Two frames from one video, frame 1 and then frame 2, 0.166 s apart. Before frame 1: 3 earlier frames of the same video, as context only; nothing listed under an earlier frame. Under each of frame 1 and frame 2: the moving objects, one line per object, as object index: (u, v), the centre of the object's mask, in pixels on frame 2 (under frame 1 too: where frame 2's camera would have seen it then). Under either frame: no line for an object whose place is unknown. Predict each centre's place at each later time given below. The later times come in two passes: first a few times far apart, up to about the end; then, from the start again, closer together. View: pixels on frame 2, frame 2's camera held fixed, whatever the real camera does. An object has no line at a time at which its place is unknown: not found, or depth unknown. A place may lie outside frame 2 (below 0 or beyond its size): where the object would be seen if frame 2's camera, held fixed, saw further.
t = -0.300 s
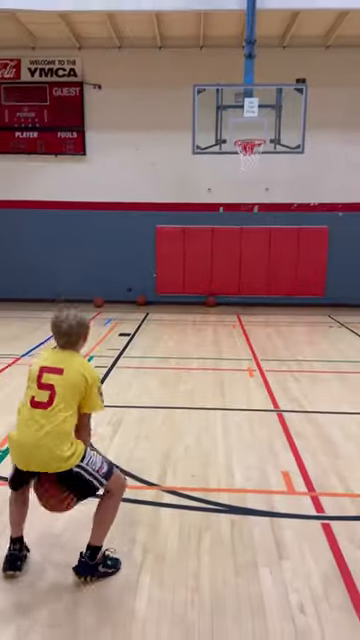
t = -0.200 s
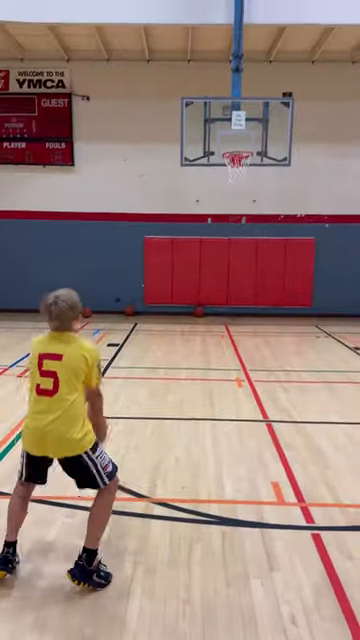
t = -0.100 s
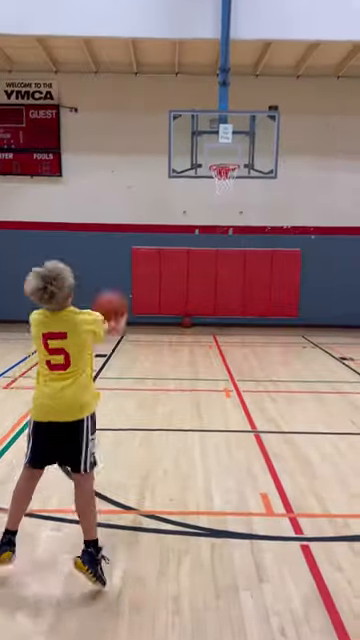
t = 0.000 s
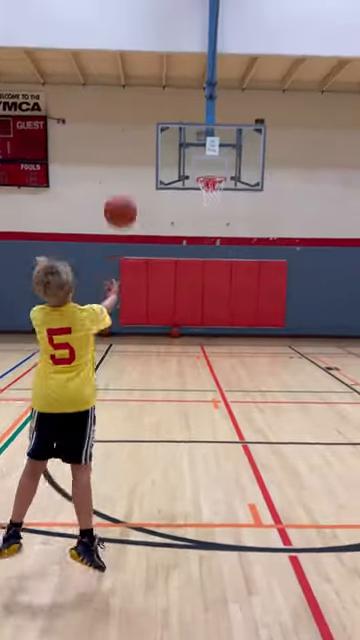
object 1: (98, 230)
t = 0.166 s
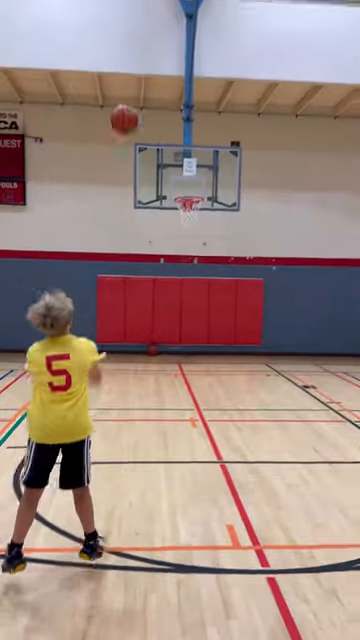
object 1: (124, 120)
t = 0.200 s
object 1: (128, 106)
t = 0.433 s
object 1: (151, 59)
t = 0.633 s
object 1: (163, 67)
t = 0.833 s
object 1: (172, 103)
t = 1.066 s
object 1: (179, 167)
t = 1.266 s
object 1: (192, 212)
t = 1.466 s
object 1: (199, 215)
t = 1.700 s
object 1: (196, 236)
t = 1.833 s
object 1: (193, 263)
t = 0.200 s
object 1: (128, 106)
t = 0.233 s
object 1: (131, 94)
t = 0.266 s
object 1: (136, 85)
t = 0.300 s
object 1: (139, 76)
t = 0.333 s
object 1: (143, 69)
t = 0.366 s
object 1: (146, 65)
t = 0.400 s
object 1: (148, 61)
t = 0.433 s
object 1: (151, 59)
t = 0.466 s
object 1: (153, 58)
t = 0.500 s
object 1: (156, 57)
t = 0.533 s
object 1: (158, 58)
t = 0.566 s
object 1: (159, 60)
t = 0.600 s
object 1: (161, 63)
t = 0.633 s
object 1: (163, 67)
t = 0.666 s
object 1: (164, 71)
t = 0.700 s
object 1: (166, 77)
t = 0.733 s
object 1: (168, 82)
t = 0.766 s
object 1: (169, 89)
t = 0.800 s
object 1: (170, 96)
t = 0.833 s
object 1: (172, 103)
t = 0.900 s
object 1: (175, 119)
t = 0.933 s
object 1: (175, 128)
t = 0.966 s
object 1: (176, 137)
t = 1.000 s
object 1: (177, 148)
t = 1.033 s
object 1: (178, 157)
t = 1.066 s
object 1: (179, 167)
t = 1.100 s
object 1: (180, 178)
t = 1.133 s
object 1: (180, 189)
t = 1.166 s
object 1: (181, 198)
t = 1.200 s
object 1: (185, 205)
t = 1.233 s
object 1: (189, 209)
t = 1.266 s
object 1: (192, 212)
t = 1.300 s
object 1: (194, 212)
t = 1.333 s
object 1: (195, 212)
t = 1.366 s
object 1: (197, 212)
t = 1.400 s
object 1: (198, 213)
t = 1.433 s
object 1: (198, 214)
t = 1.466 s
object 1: (199, 215)
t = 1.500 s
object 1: (200, 216)
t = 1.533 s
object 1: (201, 219)
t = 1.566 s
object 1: (200, 220)
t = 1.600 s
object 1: (199, 224)
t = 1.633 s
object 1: (198, 227)
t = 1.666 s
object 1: (197, 232)
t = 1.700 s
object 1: (196, 236)
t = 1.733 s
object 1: (195, 242)
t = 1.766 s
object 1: (194, 248)
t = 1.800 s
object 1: (193, 254)
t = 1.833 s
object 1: (193, 263)
